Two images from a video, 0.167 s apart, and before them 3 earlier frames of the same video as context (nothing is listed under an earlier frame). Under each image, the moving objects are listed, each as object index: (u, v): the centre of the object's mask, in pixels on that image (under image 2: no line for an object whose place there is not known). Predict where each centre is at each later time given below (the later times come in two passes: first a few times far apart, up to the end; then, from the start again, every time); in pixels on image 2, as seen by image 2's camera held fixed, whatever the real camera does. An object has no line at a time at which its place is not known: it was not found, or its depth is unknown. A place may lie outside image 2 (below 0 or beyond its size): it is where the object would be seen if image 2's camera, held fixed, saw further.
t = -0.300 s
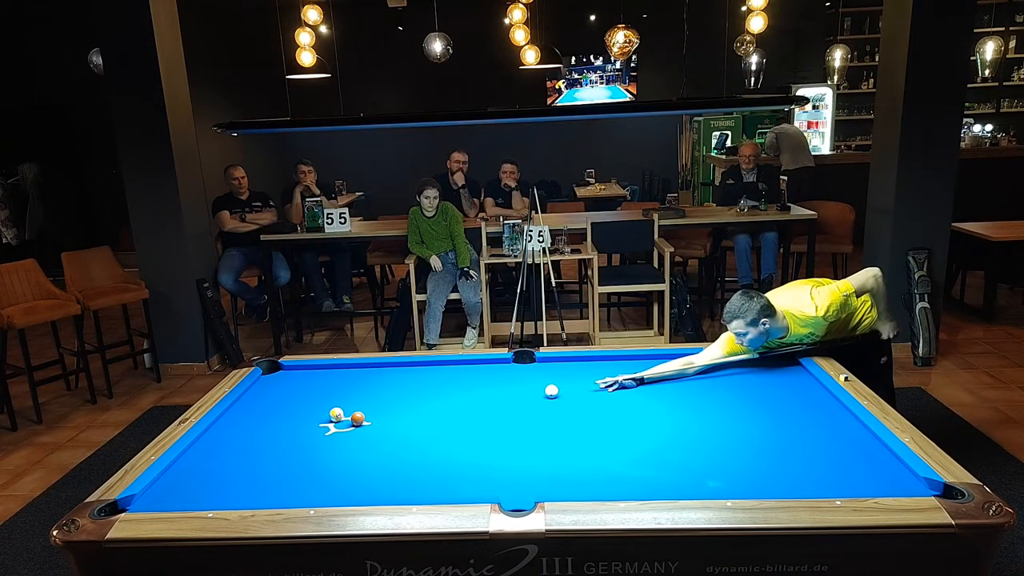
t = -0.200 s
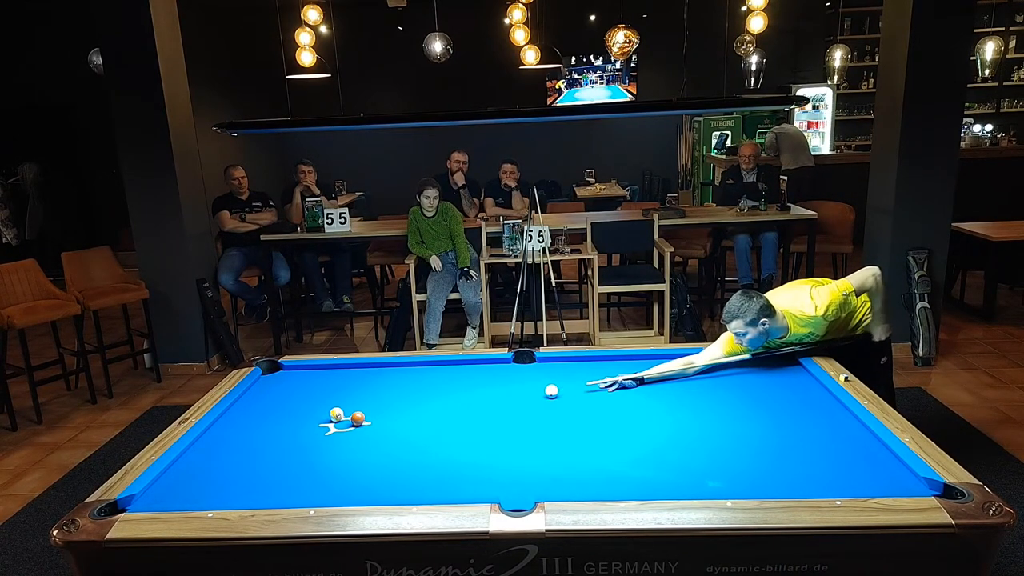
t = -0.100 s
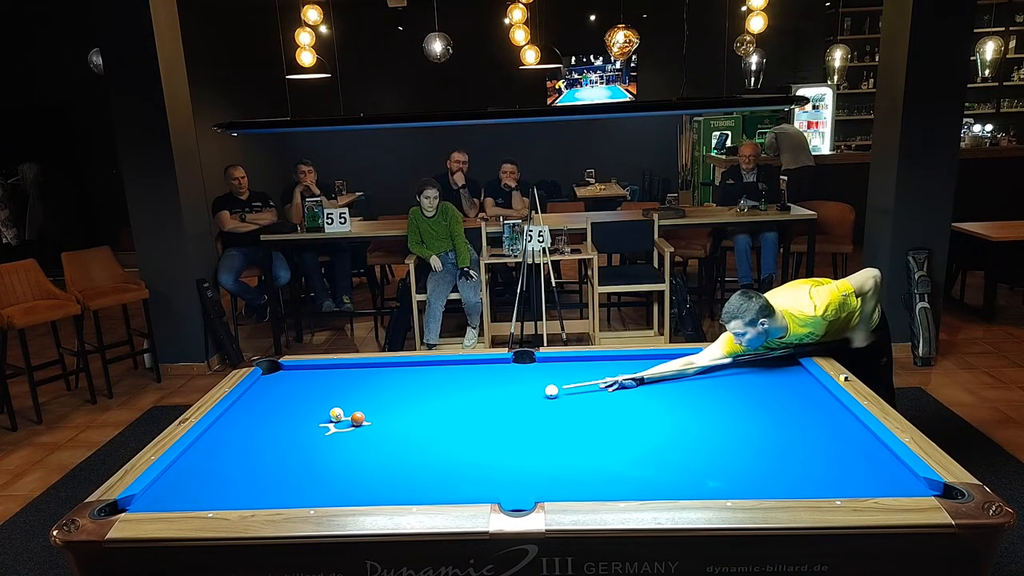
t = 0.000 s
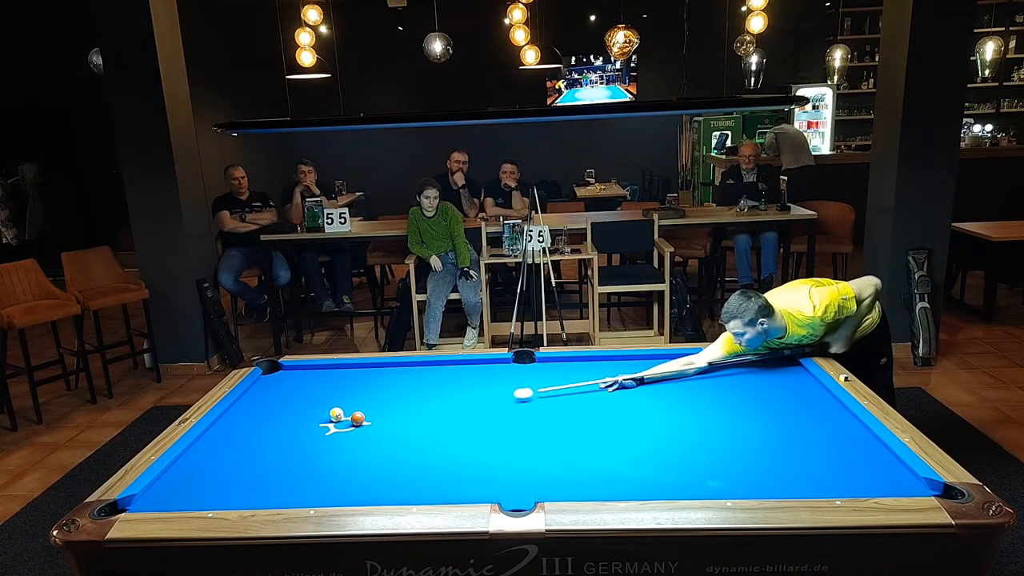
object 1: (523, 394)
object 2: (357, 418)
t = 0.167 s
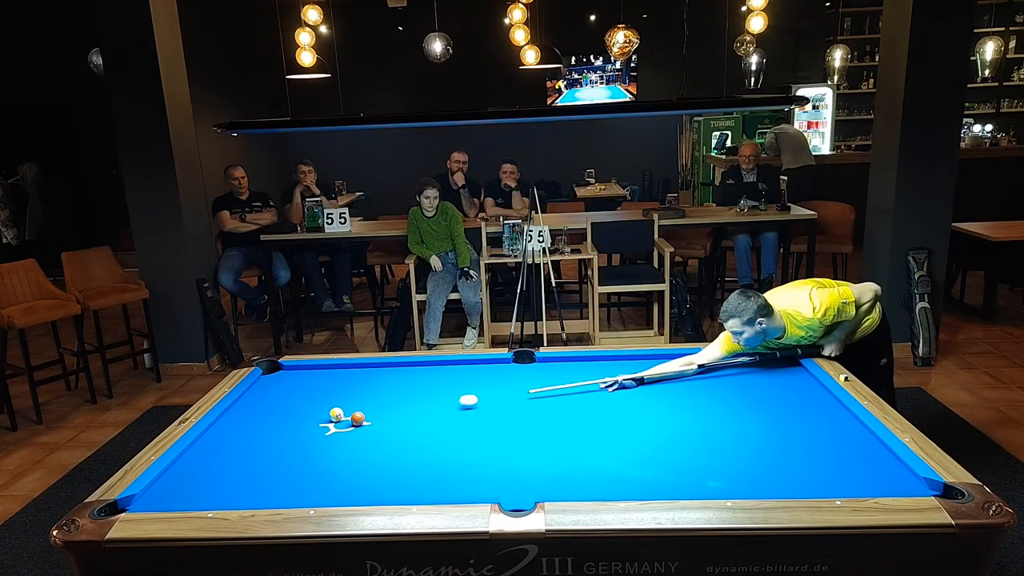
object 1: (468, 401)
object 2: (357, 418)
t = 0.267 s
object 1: (435, 404)
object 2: (358, 418)
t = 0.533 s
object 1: (361, 411)
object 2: (343, 424)
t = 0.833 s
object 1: (319, 403)
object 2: (290, 444)
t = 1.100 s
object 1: (284, 397)
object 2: (241, 462)
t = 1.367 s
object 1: (252, 391)
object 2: (191, 481)
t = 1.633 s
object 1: (275, 384)
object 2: (137, 499)
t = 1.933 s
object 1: (303, 377)
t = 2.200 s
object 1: (326, 371)
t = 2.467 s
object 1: (346, 366)
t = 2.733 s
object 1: (356, 369)
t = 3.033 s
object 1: (367, 371)
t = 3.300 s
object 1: (377, 373)
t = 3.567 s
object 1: (385, 374)
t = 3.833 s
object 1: (393, 376)
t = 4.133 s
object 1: (400, 378)
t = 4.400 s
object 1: (406, 379)
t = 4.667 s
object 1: (410, 380)
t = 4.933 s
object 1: (415, 381)
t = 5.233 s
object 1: (417, 382)
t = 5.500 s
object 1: (419, 382)
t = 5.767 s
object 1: (420, 382)
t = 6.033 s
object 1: (420, 382)
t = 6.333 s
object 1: (420, 382)
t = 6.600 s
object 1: (420, 382)
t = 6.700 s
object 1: (420, 382)
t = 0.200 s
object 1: (458, 402)
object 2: (357, 418)
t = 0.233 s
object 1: (446, 403)
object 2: (358, 418)
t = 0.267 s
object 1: (435, 404)
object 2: (358, 418)
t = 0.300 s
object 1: (425, 406)
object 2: (357, 418)
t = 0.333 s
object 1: (413, 407)
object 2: (357, 418)
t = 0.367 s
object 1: (402, 409)
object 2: (357, 418)
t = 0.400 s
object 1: (391, 410)
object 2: (357, 418)
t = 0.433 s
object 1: (380, 411)
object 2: (357, 418)
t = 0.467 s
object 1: (370, 413)
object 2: (357, 419)
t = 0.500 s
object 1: (365, 412)
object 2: (350, 421)
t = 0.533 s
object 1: (361, 411)
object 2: (343, 424)
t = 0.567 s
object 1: (357, 410)
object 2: (336, 426)
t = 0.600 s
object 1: (352, 409)
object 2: (329, 429)
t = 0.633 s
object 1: (348, 408)
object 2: (323, 431)
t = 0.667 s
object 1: (343, 406)
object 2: (318, 433)
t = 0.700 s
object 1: (338, 404)
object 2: (313, 435)
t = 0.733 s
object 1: (333, 404)
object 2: (307, 437)
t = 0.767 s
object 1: (328, 404)
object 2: (301, 440)
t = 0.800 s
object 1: (324, 404)
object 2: (295, 442)
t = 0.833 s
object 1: (319, 403)
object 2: (290, 444)
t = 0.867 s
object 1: (314, 402)
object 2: (284, 446)
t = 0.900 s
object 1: (310, 401)
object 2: (278, 448)
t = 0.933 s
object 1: (305, 400)
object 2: (272, 450)
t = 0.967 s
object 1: (301, 400)
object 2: (266, 453)
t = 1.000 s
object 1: (297, 399)
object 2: (260, 455)
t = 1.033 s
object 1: (292, 398)
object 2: (254, 457)
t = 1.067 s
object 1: (288, 397)
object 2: (247, 459)
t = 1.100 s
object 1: (284, 397)
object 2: (241, 462)
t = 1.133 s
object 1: (280, 396)
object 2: (235, 464)
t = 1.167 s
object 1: (275, 395)
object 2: (229, 466)
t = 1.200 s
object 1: (271, 395)
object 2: (222, 469)
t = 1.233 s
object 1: (267, 394)
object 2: (216, 471)
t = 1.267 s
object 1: (263, 393)
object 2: (210, 473)
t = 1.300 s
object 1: (260, 392)
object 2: (204, 476)
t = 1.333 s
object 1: (256, 392)
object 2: (197, 478)
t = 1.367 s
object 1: (252, 391)
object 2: (191, 481)
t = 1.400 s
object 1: (250, 391)
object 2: (184, 483)
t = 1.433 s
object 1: (254, 390)
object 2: (177, 486)
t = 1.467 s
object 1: (258, 389)
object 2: (171, 488)
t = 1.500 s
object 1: (262, 388)
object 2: (164, 490)
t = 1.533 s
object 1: (265, 387)
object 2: (157, 493)
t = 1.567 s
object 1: (268, 386)
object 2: (151, 495)
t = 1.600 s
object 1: (271, 385)
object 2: (144, 497)
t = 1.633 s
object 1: (275, 384)
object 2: (137, 499)
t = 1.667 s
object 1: (278, 384)
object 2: (131, 502)
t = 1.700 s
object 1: (281, 383)
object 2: (124, 506)
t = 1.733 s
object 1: (285, 382)
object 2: (119, 511)
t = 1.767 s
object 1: (288, 381)
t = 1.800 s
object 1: (291, 380)
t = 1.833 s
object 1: (294, 380)
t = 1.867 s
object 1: (297, 379)
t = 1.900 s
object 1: (300, 378)
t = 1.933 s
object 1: (303, 377)
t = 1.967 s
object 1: (306, 376)
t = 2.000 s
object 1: (309, 376)
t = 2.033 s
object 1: (312, 375)
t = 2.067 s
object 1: (315, 374)
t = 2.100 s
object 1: (317, 374)
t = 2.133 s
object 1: (320, 373)
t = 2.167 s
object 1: (323, 372)
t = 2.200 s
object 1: (326, 371)
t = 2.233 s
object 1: (328, 371)
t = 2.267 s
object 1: (331, 370)
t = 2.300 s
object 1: (334, 369)
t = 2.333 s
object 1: (336, 369)
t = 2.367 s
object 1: (339, 368)
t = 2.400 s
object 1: (341, 367)
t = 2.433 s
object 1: (344, 367)
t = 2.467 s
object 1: (346, 366)
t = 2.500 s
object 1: (348, 367)
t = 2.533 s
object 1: (349, 367)
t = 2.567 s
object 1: (350, 367)
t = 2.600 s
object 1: (351, 367)
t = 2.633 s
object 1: (353, 367)
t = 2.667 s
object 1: (354, 368)
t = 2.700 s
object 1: (355, 368)
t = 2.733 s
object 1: (356, 369)
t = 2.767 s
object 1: (358, 369)
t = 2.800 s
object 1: (359, 369)
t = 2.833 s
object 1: (360, 369)
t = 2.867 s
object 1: (361, 370)
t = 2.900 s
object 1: (363, 370)
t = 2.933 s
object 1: (364, 370)
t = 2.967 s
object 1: (365, 371)
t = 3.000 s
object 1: (366, 371)
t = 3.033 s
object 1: (367, 371)
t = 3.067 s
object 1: (369, 371)
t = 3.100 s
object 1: (370, 371)
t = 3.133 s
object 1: (371, 372)
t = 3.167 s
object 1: (372, 372)
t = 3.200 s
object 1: (373, 372)
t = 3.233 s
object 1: (374, 372)
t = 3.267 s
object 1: (375, 373)
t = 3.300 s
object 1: (377, 373)
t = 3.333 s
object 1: (377, 373)
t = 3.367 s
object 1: (379, 373)
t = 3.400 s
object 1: (380, 374)
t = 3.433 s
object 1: (381, 374)
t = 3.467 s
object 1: (382, 374)
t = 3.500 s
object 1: (383, 374)
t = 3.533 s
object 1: (384, 374)
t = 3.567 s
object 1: (385, 374)
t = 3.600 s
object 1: (386, 375)
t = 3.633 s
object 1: (387, 375)
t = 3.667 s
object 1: (388, 375)
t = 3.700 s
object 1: (389, 375)
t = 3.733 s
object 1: (390, 376)
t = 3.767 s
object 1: (391, 376)
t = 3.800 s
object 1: (392, 376)
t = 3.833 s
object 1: (393, 376)
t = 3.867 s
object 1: (393, 376)
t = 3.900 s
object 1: (394, 377)
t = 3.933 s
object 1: (395, 377)
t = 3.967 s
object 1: (396, 377)
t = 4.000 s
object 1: (397, 377)
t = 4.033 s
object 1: (398, 377)
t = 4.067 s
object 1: (399, 377)
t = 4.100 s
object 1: (399, 378)
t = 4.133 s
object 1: (400, 378)
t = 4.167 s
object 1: (401, 378)
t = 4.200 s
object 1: (402, 378)
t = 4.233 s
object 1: (403, 378)
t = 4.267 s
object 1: (403, 378)
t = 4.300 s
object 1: (404, 378)
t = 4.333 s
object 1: (405, 378)
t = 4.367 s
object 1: (405, 379)
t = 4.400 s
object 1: (406, 379)
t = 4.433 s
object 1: (407, 379)
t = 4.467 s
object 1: (407, 379)
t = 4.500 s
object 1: (408, 379)
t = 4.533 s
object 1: (408, 379)
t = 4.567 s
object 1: (409, 379)
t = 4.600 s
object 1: (409, 380)
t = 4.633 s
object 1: (410, 380)
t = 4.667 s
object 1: (410, 380)
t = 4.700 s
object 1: (411, 380)
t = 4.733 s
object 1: (412, 380)
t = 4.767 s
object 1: (412, 380)
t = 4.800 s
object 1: (412, 380)
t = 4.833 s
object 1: (413, 380)
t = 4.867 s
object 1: (413, 380)
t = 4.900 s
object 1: (414, 381)
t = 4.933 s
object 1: (415, 381)
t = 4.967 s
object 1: (415, 381)
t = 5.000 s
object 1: (415, 381)
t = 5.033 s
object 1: (416, 381)
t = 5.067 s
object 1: (416, 381)
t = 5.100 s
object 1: (416, 381)
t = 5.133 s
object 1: (416, 381)
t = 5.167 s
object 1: (417, 381)
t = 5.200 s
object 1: (417, 382)
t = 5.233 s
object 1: (417, 382)
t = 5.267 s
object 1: (418, 382)
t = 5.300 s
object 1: (418, 382)
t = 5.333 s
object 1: (418, 382)
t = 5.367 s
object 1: (418, 382)
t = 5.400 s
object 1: (419, 382)
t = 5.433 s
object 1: (419, 382)
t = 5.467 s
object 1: (419, 382)
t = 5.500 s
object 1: (419, 382)
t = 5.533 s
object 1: (419, 382)
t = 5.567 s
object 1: (419, 382)
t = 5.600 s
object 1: (419, 382)
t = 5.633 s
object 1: (420, 382)
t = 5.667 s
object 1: (420, 382)
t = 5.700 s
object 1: (420, 382)
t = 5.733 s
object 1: (420, 382)
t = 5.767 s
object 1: (420, 382)
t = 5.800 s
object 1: (420, 382)
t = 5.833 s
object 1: (420, 382)
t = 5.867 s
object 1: (420, 382)
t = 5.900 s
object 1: (420, 382)
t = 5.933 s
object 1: (420, 382)
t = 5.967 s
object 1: (420, 382)
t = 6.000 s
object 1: (420, 382)
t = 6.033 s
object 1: (420, 382)
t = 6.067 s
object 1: (420, 382)
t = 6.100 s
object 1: (420, 382)
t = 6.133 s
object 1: (420, 382)
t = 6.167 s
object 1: (420, 382)
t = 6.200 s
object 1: (420, 382)
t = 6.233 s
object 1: (420, 382)
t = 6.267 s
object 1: (420, 382)
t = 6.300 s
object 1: (420, 382)
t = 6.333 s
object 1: (420, 382)
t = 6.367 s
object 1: (420, 382)
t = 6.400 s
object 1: (420, 382)
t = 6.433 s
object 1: (420, 382)
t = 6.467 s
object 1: (420, 382)
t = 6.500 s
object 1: (420, 382)
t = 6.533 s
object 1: (420, 382)
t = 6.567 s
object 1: (420, 382)
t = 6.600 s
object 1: (420, 382)
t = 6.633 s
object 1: (420, 382)
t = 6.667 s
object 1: (420, 382)
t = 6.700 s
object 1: (420, 382)
